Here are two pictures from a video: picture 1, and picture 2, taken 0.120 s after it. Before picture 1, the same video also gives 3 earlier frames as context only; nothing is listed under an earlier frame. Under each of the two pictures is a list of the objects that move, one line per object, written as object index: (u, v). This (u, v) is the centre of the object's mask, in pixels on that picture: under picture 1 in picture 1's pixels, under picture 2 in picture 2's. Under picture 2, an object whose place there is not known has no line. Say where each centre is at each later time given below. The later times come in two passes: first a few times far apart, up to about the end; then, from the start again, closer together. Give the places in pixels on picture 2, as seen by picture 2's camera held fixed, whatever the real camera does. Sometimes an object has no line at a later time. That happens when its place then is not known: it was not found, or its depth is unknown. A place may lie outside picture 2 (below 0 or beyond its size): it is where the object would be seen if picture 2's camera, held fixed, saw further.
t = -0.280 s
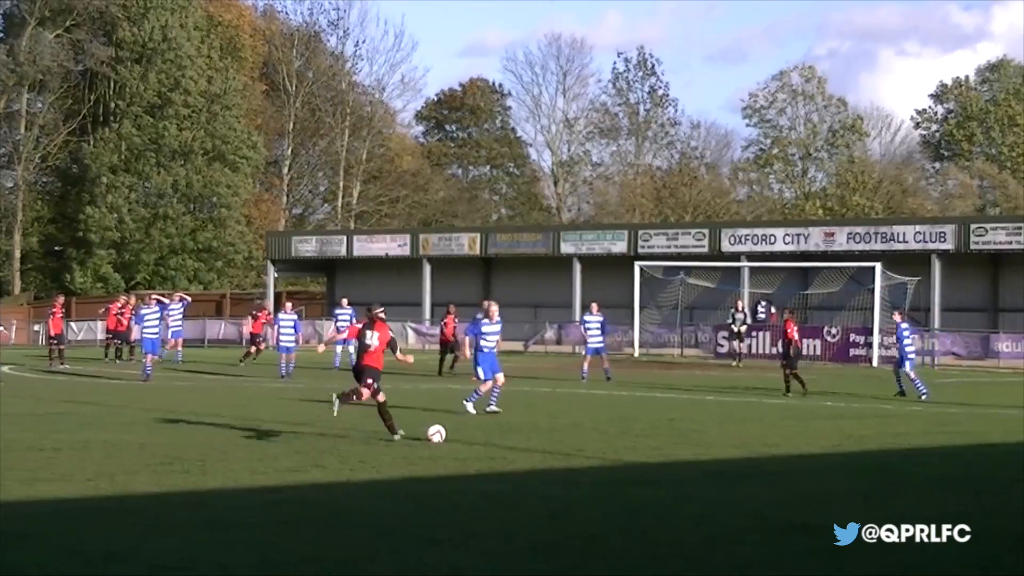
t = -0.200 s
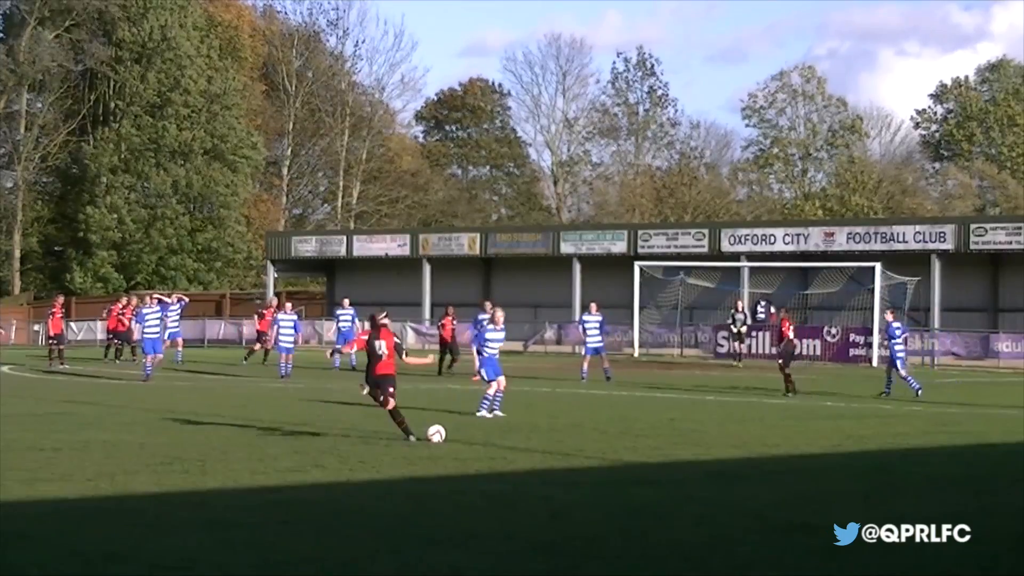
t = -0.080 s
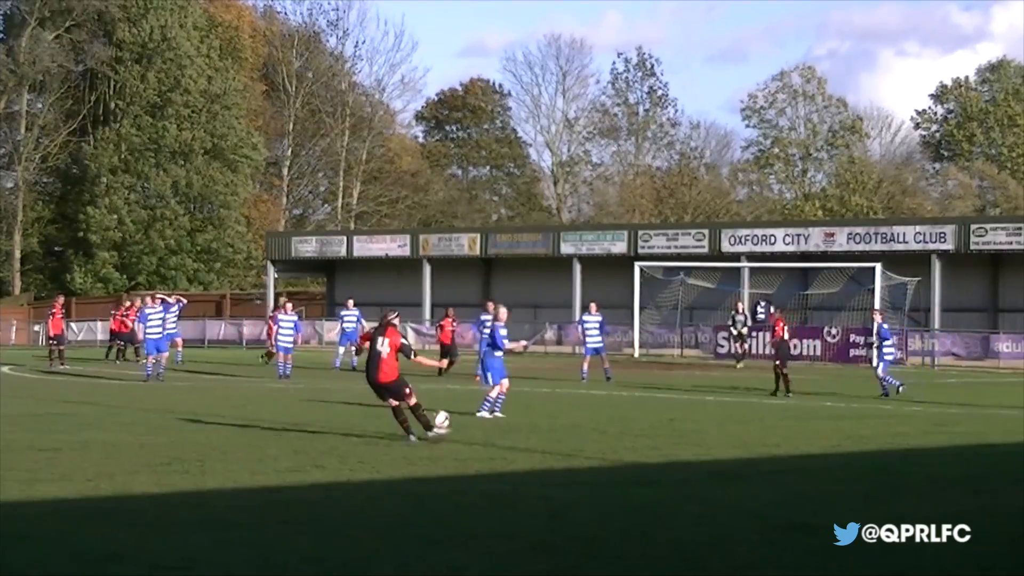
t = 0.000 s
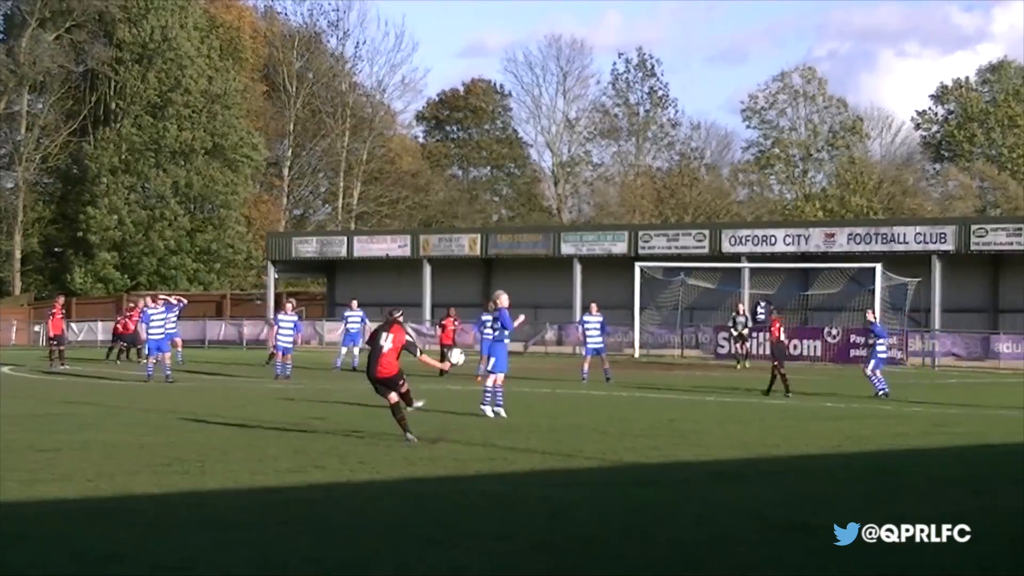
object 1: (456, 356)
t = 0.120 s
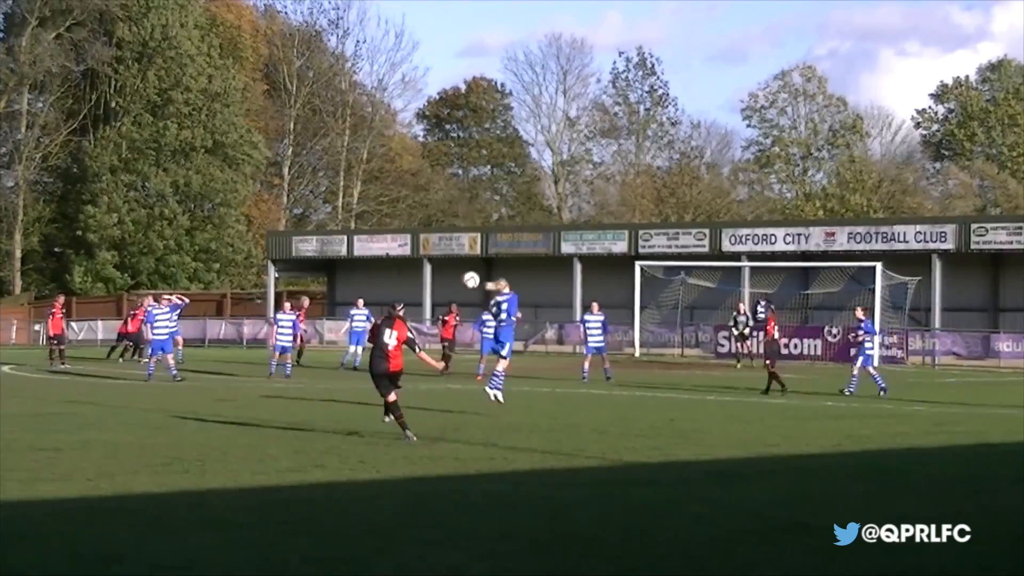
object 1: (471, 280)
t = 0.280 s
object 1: (484, 210)
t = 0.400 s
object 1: (488, 176)
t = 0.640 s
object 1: (486, 141)
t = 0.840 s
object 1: (478, 137)
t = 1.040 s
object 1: (467, 153)
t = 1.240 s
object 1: (453, 185)
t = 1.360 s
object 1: (445, 209)
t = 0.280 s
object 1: (484, 210)
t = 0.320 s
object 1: (485, 197)
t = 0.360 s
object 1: (487, 186)
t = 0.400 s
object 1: (488, 176)
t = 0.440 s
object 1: (488, 167)
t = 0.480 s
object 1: (488, 159)
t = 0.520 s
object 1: (488, 153)
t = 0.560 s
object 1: (487, 148)
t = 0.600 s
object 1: (487, 144)
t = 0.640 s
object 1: (486, 141)
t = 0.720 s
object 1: (483, 136)
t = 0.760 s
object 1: (481, 136)
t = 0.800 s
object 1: (480, 137)
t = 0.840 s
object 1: (478, 137)
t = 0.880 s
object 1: (476, 140)
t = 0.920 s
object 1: (475, 139)
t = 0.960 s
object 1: (472, 143)
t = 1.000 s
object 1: (469, 149)
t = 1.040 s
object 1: (467, 153)
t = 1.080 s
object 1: (464, 159)
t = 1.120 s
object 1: (462, 165)
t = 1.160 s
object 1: (459, 171)
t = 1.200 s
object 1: (457, 177)
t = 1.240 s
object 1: (453, 185)
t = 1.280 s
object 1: (451, 193)
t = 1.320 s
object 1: (448, 201)
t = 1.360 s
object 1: (445, 209)
